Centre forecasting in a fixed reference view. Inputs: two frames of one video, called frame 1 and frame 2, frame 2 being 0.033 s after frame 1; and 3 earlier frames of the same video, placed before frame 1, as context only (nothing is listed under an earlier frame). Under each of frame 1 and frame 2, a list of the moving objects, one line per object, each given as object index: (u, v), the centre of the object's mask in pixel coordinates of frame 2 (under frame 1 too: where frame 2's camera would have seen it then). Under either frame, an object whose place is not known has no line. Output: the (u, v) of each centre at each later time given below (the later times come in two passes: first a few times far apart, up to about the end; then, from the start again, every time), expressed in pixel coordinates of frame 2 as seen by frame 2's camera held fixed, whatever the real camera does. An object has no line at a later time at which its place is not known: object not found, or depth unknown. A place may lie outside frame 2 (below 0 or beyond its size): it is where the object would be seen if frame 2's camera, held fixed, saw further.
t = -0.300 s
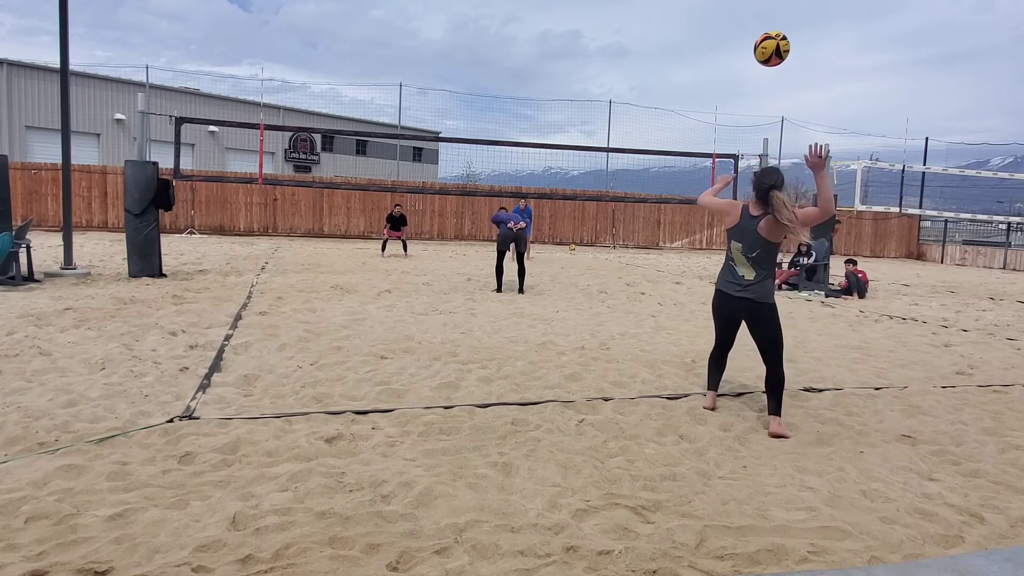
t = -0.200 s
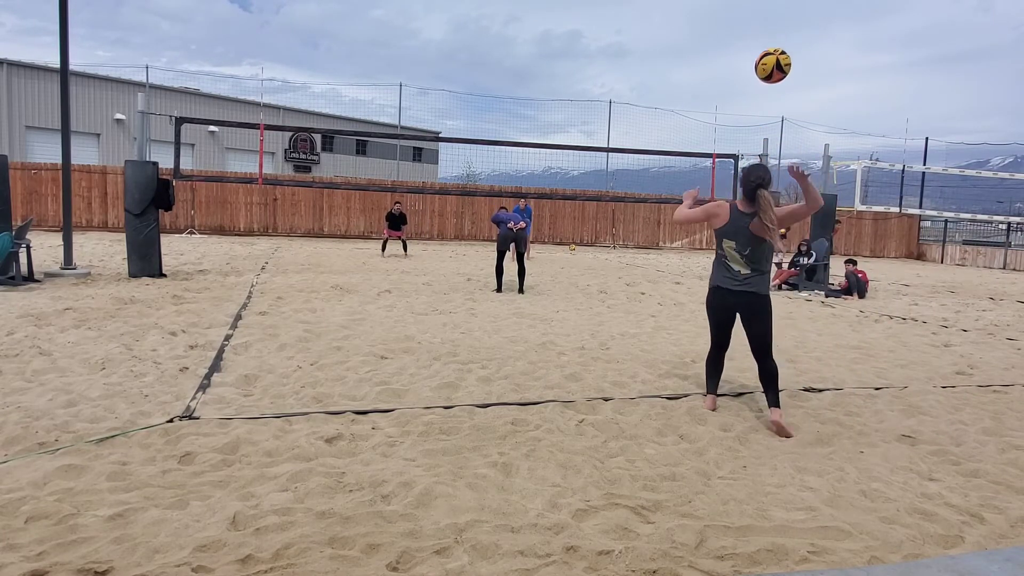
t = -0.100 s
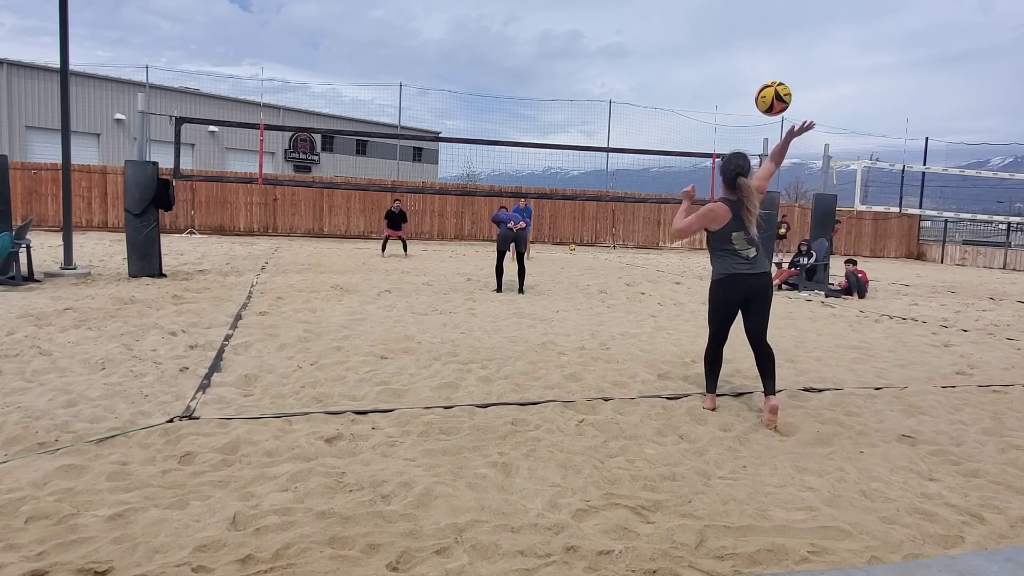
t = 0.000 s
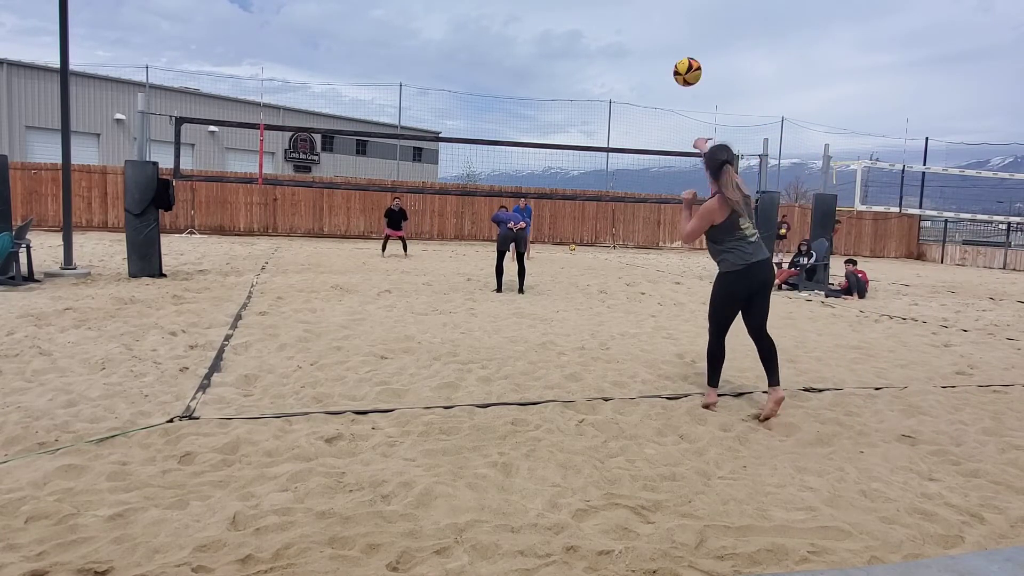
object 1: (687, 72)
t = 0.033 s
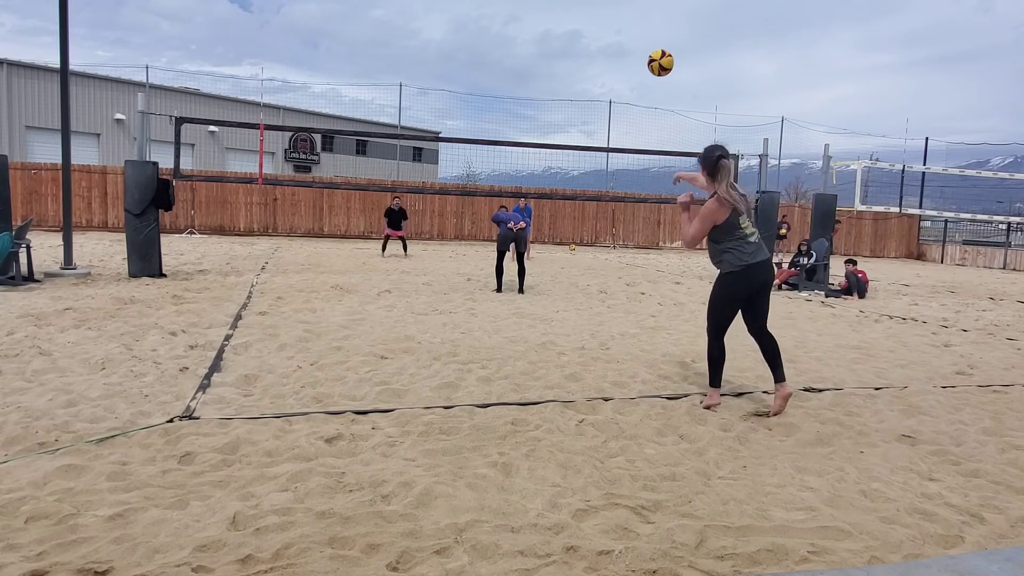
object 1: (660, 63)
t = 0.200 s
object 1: (570, 44)
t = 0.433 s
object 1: (508, 62)
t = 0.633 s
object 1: (476, 97)
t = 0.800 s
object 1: (459, 130)
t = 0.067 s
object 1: (637, 56)
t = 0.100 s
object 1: (617, 51)
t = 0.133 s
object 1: (600, 47)
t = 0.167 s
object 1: (584, 45)
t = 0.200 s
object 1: (570, 44)
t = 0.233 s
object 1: (559, 45)
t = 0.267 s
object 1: (548, 46)
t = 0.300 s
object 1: (539, 47)
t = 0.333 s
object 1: (530, 50)
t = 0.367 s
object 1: (522, 54)
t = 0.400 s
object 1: (515, 58)
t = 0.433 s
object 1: (508, 62)
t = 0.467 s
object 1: (502, 67)
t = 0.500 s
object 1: (496, 73)
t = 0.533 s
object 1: (491, 79)
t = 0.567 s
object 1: (485, 85)
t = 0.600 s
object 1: (481, 91)
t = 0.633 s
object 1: (476, 97)
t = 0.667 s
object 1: (472, 104)
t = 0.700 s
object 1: (468, 110)
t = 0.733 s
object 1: (465, 117)
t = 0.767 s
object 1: (462, 124)
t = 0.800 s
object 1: (459, 130)
